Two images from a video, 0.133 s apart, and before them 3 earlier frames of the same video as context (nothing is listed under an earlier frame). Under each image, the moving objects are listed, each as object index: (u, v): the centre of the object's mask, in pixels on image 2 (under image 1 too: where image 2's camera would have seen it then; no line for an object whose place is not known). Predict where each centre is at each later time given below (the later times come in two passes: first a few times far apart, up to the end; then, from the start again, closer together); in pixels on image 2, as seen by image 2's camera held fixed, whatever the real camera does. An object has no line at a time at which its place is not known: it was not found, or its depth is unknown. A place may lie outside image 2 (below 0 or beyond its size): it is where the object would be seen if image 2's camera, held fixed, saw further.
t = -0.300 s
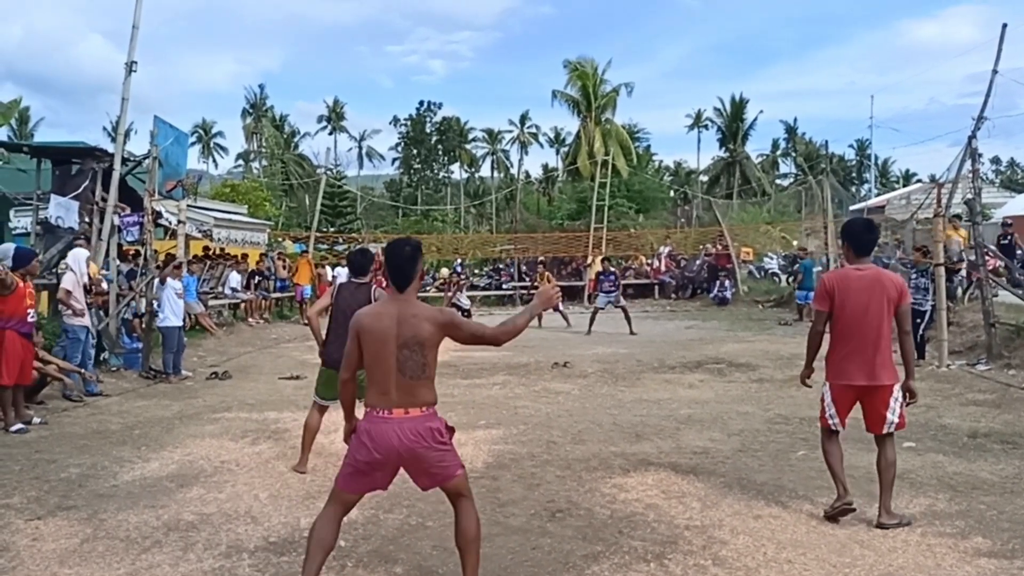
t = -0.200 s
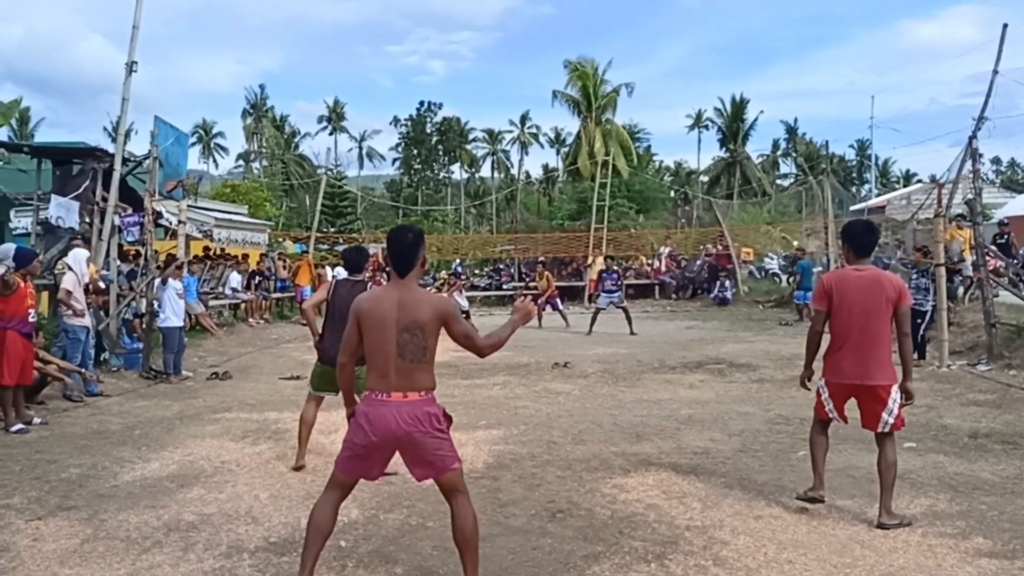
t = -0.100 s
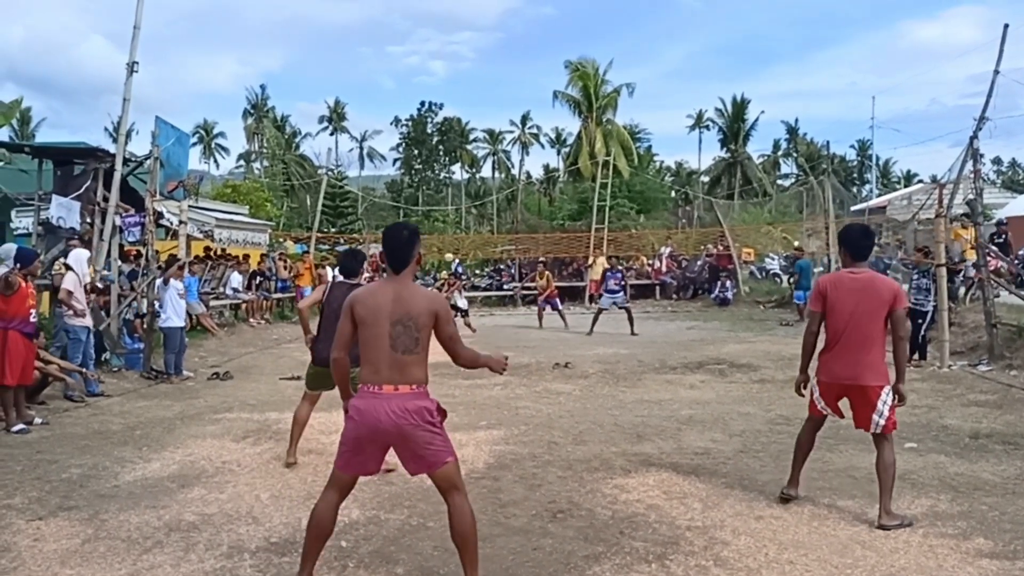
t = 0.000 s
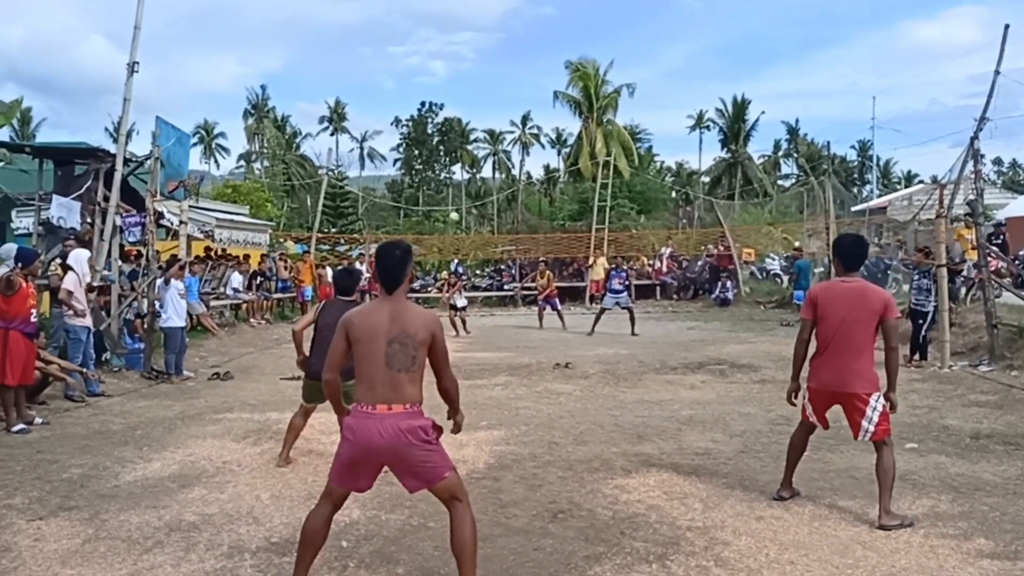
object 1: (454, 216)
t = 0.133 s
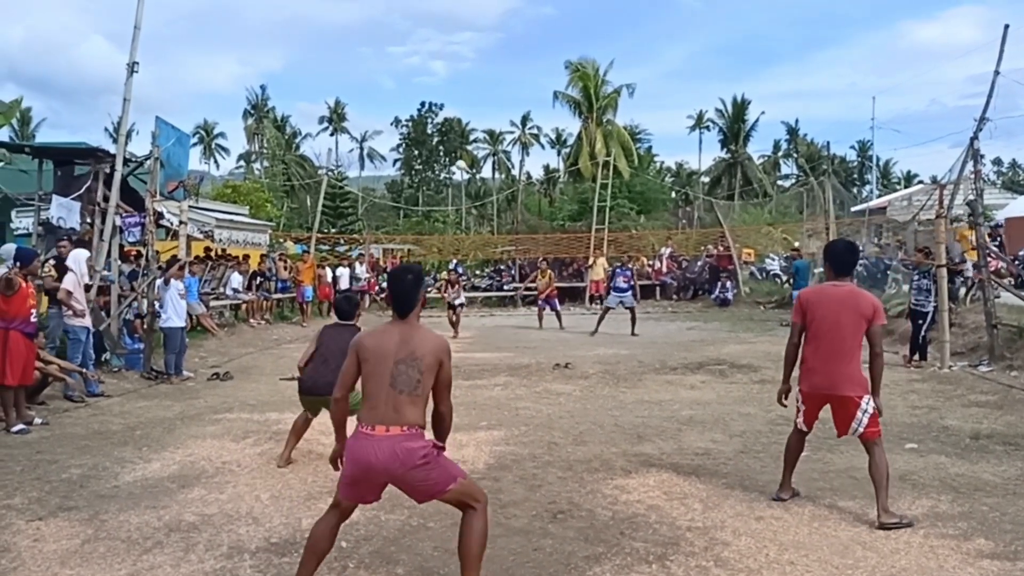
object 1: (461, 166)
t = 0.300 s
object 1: (472, 106)
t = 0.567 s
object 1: (502, 29)
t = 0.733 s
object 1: (531, 3)
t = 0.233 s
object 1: (467, 128)
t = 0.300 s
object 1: (472, 106)
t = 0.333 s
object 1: (475, 95)
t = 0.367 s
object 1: (478, 84)
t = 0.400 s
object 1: (481, 74)
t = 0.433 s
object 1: (485, 64)
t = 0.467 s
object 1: (489, 55)
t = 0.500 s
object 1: (493, 45)
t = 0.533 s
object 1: (497, 37)
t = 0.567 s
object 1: (502, 29)
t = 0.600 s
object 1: (507, 21)
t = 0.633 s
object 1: (512, 14)
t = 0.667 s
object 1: (517, 8)
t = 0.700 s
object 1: (524, 5)
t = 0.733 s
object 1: (531, 3)
